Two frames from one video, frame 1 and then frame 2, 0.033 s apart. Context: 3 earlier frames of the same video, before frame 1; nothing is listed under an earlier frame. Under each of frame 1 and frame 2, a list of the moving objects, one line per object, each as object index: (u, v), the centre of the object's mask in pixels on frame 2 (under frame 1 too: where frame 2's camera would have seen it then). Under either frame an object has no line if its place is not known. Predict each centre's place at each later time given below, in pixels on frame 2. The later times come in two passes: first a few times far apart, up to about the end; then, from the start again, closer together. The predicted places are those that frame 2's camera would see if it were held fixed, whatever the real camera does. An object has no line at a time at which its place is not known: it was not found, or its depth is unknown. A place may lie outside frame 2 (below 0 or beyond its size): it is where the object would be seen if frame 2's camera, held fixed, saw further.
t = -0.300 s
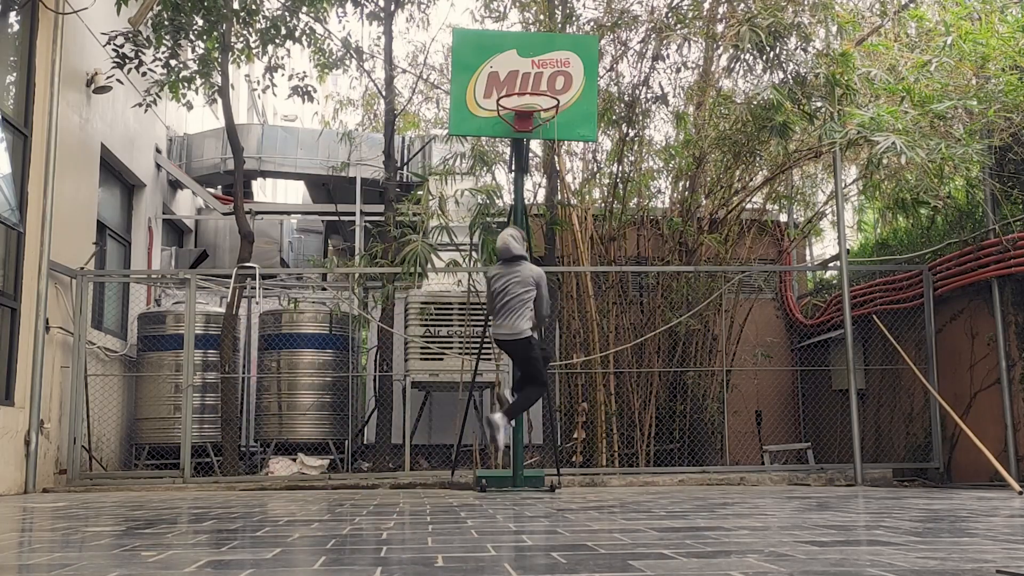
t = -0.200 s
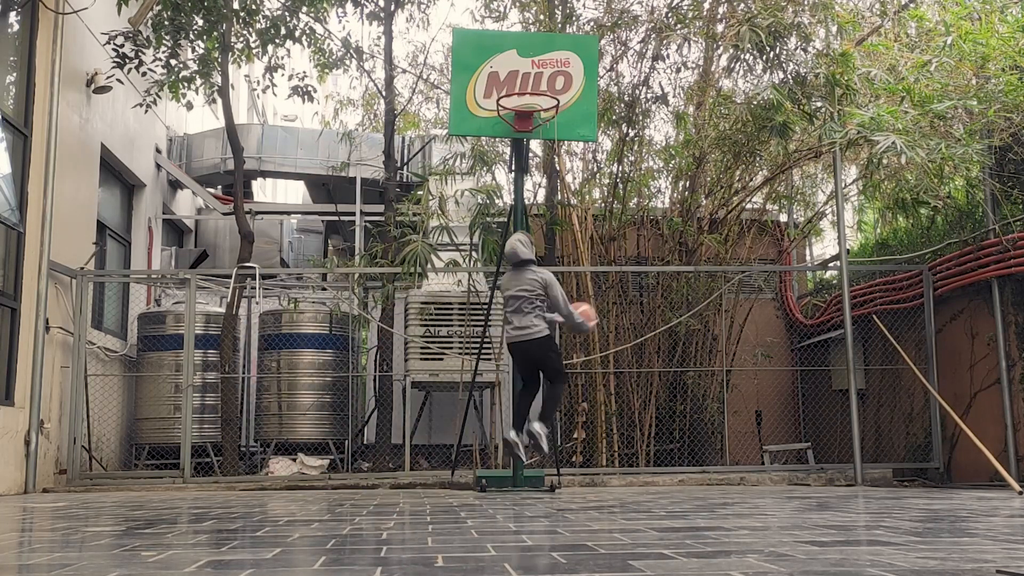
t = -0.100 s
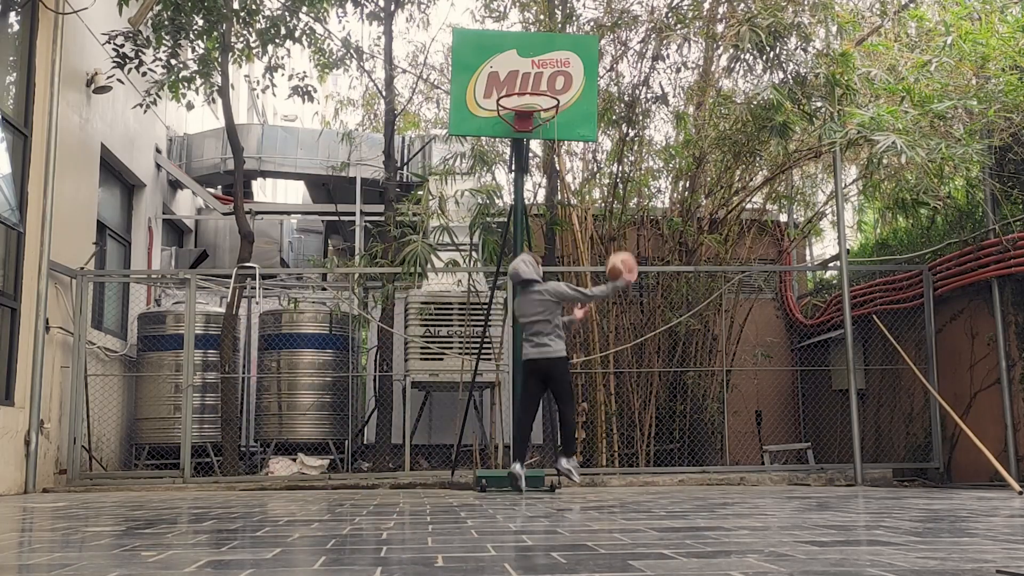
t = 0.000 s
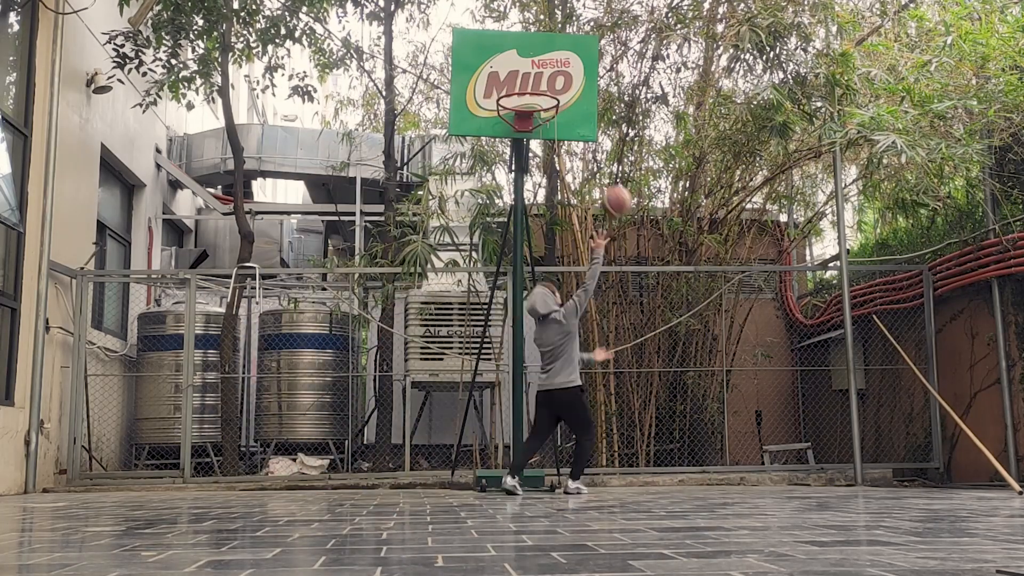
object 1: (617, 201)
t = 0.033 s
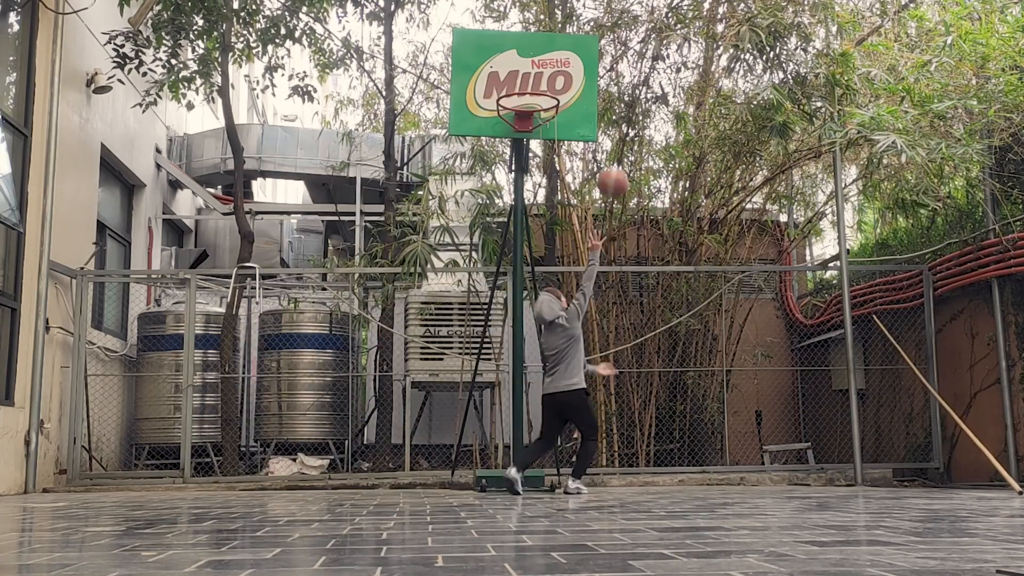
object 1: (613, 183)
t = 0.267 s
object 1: (584, 88)
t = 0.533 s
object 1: (550, 64)
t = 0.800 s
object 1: (513, 127)
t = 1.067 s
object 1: (473, 290)
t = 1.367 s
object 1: (443, 396)
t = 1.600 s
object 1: (448, 261)
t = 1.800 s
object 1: (454, 205)
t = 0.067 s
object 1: (609, 165)
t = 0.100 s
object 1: (604, 149)
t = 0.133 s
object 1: (600, 133)
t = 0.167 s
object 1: (596, 119)
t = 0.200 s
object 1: (592, 107)
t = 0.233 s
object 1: (589, 97)
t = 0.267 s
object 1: (584, 88)
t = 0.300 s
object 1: (582, 80)
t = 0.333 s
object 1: (577, 74)
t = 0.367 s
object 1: (573, 69)
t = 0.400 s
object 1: (568, 65)
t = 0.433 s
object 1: (564, 63)
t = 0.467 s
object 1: (559, 62)
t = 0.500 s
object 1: (554, 63)
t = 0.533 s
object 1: (550, 64)
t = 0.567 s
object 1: (545, 68)
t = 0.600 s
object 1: (541, 72)
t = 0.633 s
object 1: (535, 79)
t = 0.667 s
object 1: (531, 84)
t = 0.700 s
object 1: (528, 94)
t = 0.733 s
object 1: (522, 105)
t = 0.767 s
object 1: (517, 115)
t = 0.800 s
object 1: (513, 127)
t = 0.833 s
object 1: (508, 141)
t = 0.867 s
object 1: (503, 157)
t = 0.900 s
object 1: (498, 175)
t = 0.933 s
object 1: (492, 196)
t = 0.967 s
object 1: (487, 217)
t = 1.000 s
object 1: (484, 238)
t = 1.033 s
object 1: (479, 262)
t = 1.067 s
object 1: (473, 290)
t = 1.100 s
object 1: (468, 317)
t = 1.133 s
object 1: (462, 349)
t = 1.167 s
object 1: (457, 380)
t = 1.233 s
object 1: (446, 452)
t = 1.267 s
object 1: (442, 477)
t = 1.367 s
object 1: (443, 396)
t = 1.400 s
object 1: (445, 374)
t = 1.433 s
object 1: (444, 350)
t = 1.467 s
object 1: (445, 329)
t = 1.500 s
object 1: (445, 310)
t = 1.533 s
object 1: (447, 293)
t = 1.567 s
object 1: (448, 276)
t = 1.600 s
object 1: (448, 261)
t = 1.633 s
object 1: (449, 248)
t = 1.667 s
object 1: (450, 237)
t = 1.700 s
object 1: (451, 227)
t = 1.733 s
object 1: (452, 218)
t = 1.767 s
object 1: (453, 211)
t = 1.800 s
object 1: (454, 205)
